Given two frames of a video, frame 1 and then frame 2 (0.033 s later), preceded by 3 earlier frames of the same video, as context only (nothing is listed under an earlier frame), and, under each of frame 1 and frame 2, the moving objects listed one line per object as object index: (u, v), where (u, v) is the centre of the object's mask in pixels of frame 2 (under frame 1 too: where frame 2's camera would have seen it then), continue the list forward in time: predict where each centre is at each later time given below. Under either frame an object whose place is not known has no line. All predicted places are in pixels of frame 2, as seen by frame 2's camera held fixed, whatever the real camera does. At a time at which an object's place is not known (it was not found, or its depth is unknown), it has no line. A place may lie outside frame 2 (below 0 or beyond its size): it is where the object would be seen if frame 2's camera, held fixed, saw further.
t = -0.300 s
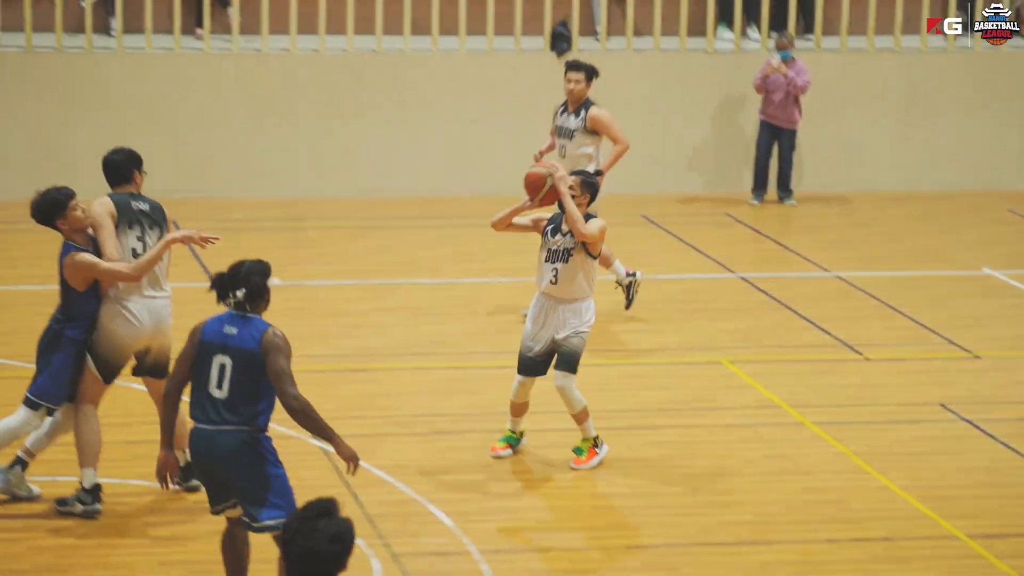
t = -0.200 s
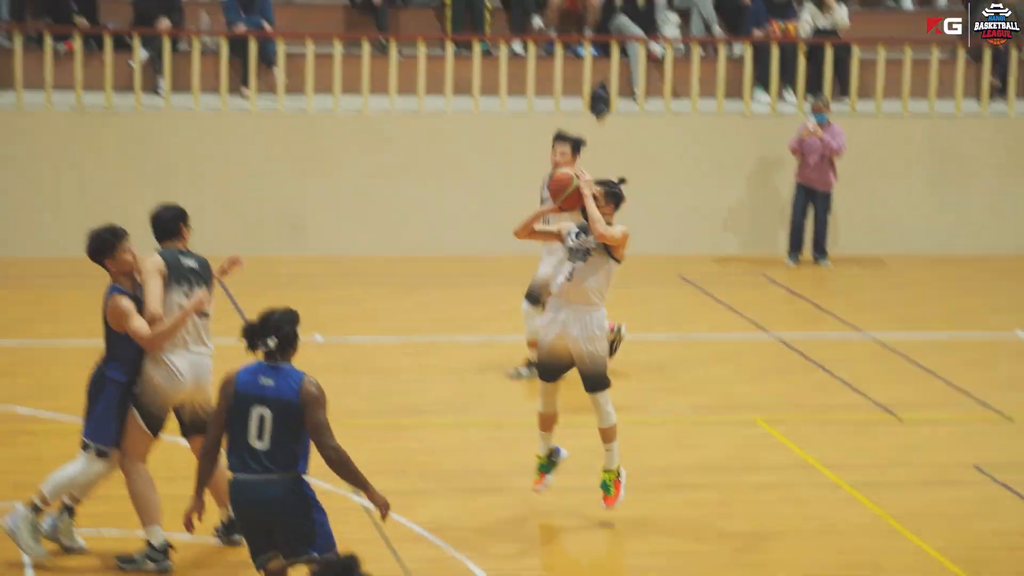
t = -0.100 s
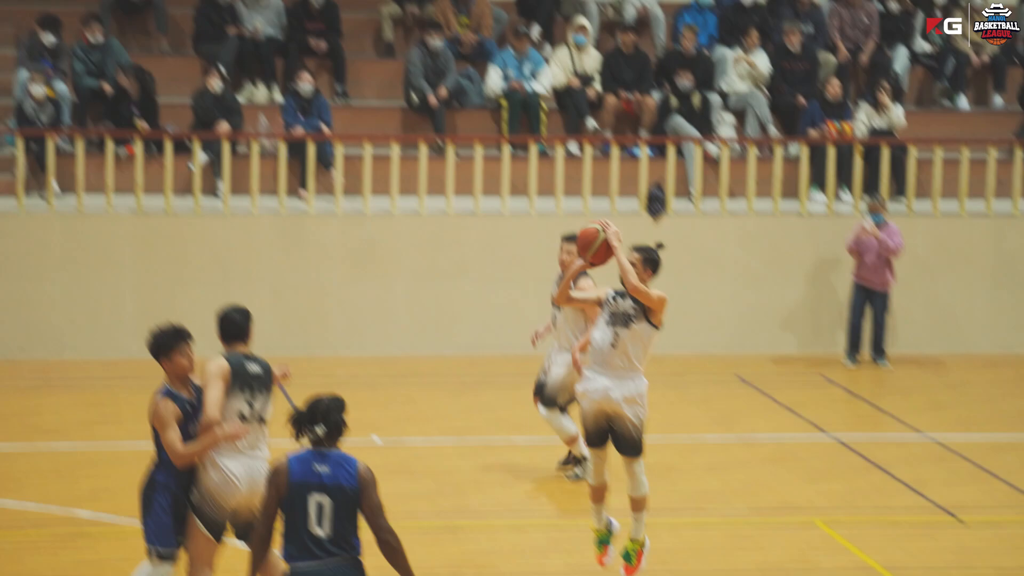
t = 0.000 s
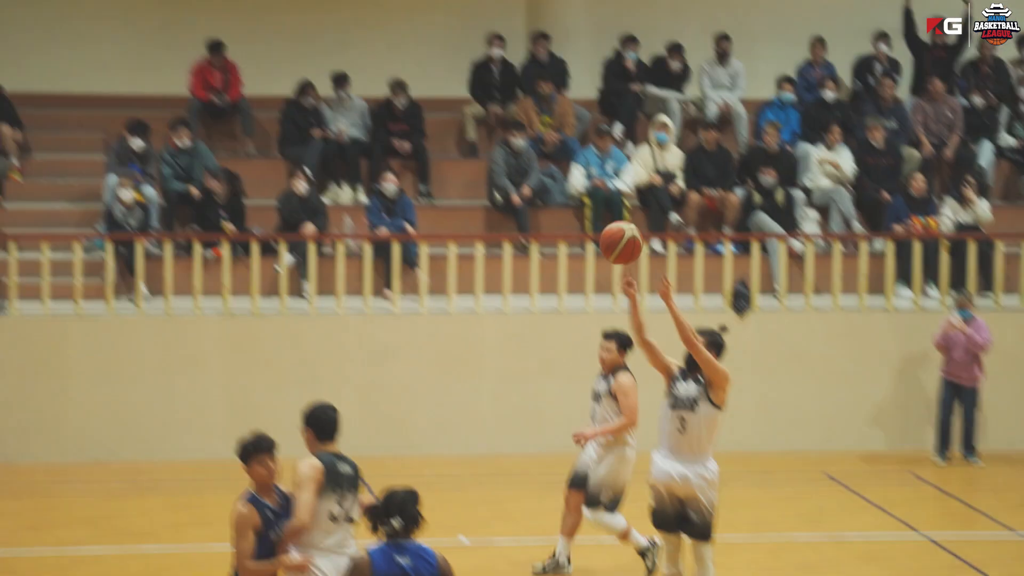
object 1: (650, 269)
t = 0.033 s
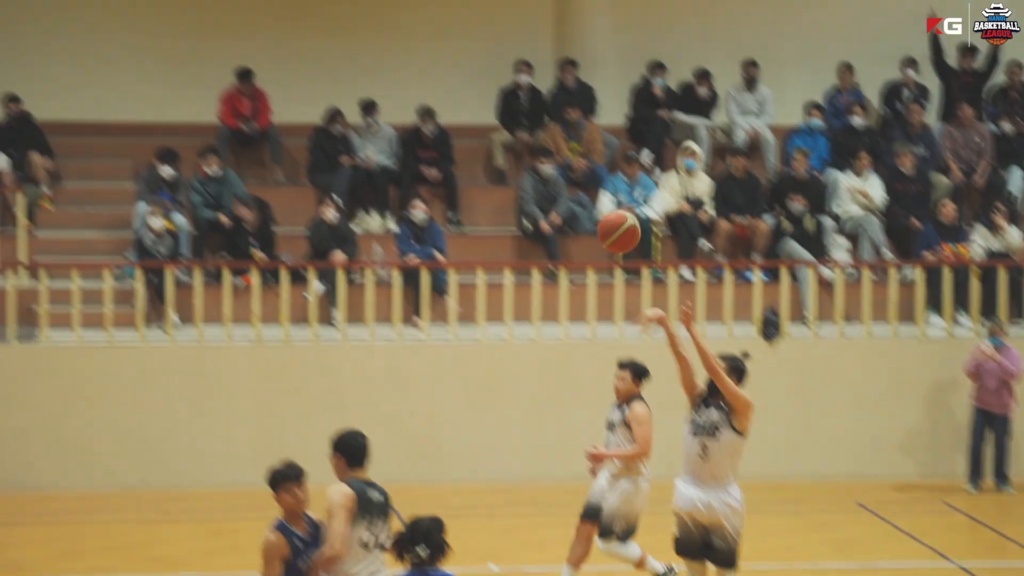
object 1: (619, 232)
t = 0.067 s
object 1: (587, 194)
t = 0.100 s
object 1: (555, 160)
